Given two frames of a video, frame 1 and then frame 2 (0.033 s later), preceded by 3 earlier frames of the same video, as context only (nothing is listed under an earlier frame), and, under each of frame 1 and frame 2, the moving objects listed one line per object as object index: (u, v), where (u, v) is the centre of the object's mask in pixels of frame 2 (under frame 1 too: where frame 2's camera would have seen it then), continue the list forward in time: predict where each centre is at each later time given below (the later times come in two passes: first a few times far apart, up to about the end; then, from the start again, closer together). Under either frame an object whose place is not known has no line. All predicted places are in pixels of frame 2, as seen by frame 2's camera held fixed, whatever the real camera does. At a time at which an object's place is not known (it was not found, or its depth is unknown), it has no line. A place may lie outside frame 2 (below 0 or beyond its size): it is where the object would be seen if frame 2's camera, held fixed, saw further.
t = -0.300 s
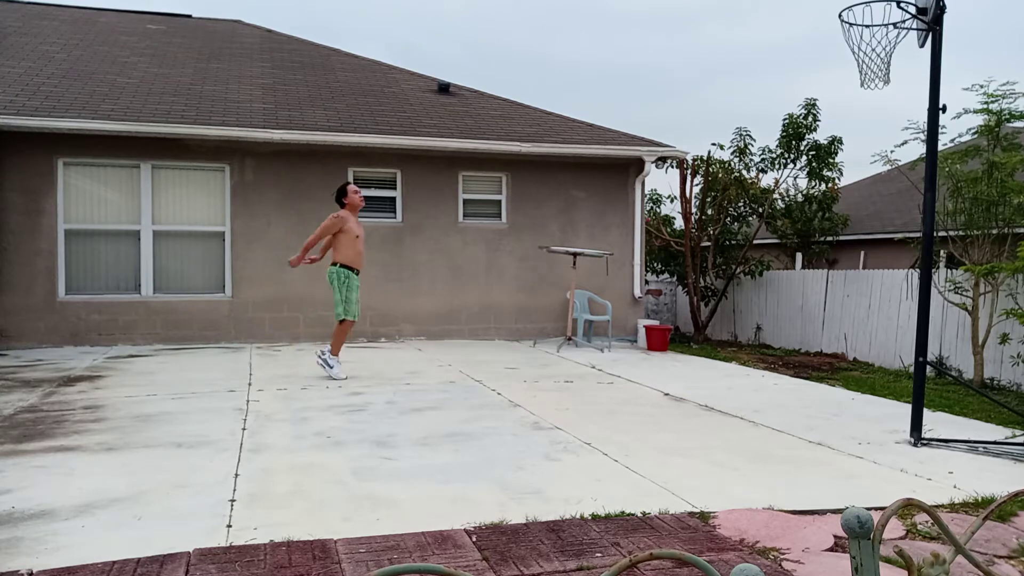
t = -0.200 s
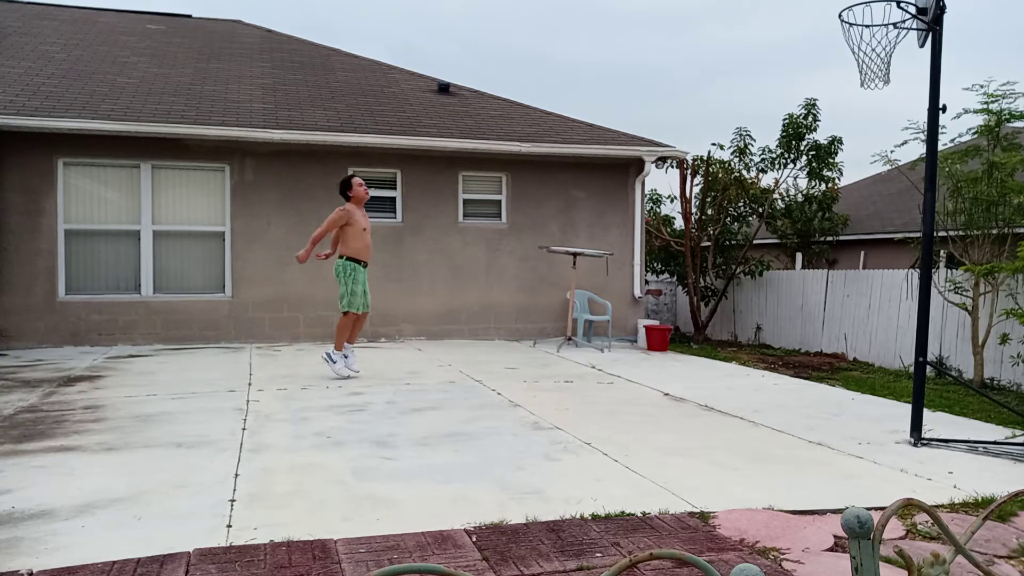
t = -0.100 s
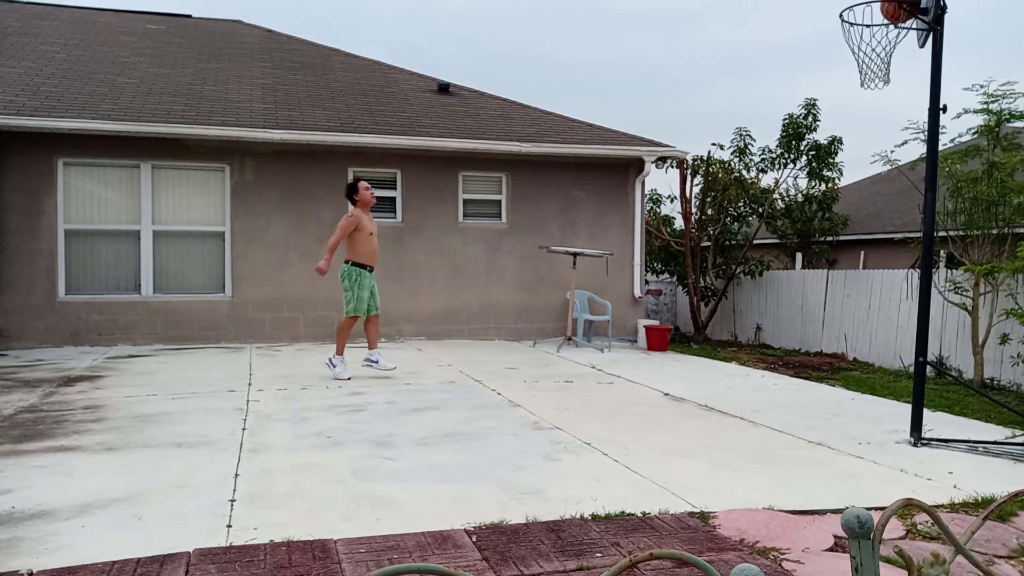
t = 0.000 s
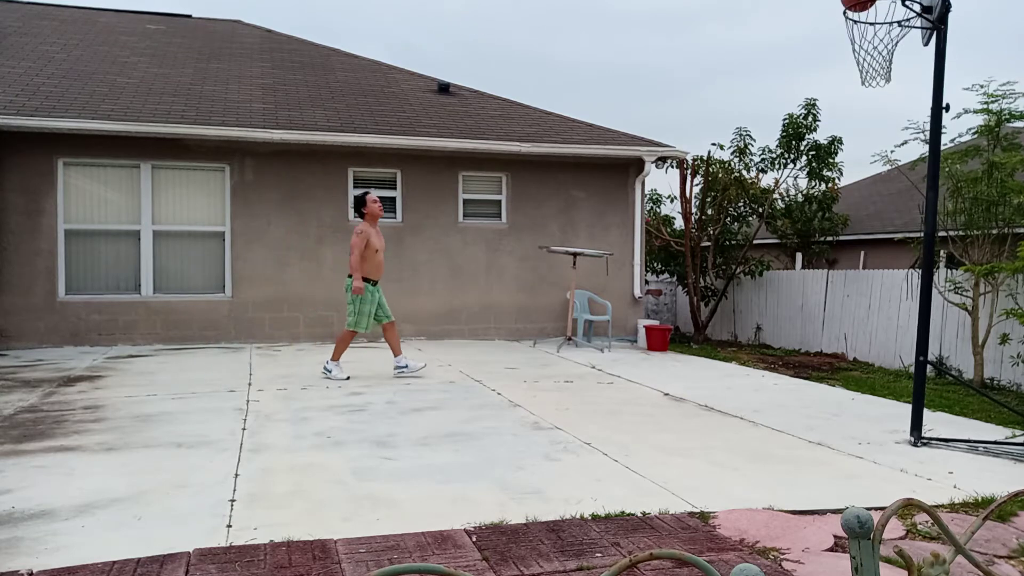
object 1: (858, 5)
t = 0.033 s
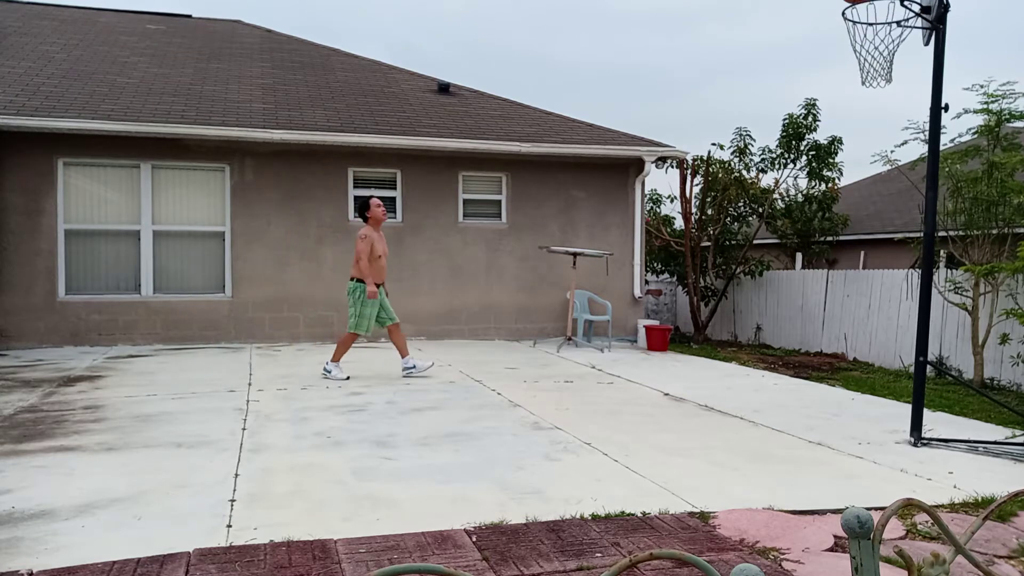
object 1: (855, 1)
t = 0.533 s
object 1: (801, 33)
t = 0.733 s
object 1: (741, 123)
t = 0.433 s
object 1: (831, 11)
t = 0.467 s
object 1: (822, 15)
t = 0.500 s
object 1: (811, 23)
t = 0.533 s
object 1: (801, 33)
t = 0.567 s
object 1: (790, 45)
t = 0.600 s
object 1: (780, 58)
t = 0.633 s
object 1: (770, 72)
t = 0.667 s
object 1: (760, 88)
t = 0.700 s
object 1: (751, 105)
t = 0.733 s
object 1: (741, 123)
